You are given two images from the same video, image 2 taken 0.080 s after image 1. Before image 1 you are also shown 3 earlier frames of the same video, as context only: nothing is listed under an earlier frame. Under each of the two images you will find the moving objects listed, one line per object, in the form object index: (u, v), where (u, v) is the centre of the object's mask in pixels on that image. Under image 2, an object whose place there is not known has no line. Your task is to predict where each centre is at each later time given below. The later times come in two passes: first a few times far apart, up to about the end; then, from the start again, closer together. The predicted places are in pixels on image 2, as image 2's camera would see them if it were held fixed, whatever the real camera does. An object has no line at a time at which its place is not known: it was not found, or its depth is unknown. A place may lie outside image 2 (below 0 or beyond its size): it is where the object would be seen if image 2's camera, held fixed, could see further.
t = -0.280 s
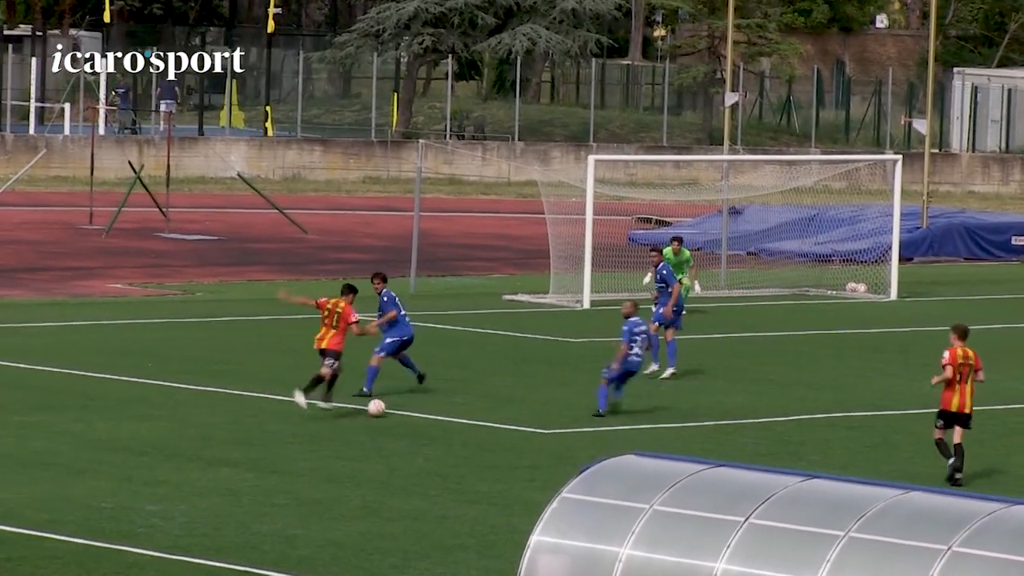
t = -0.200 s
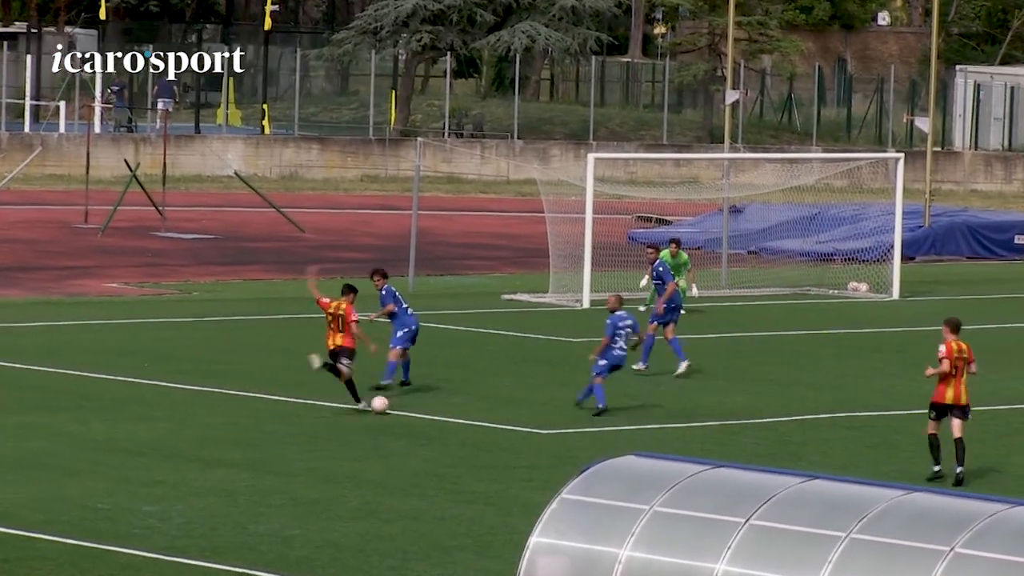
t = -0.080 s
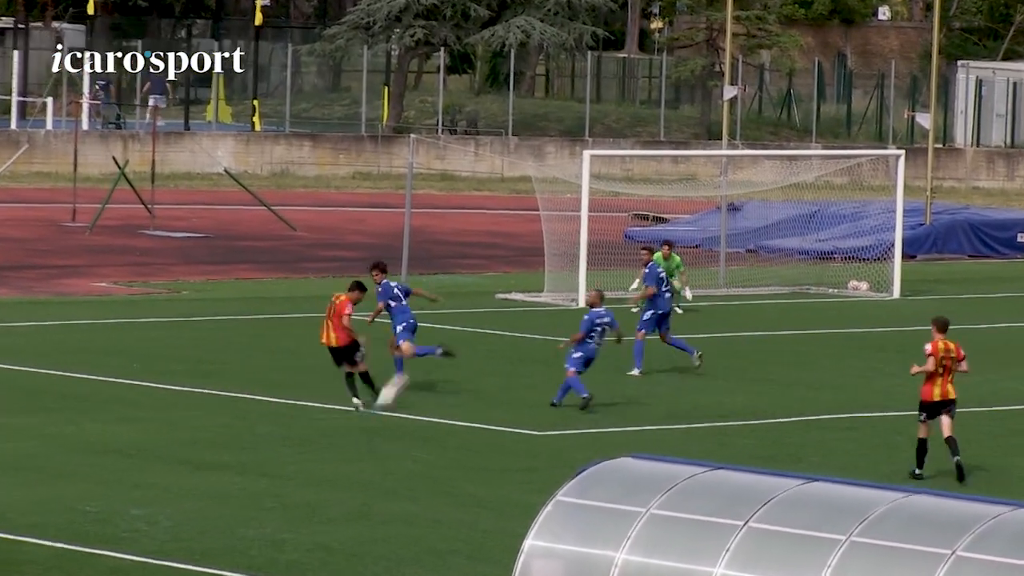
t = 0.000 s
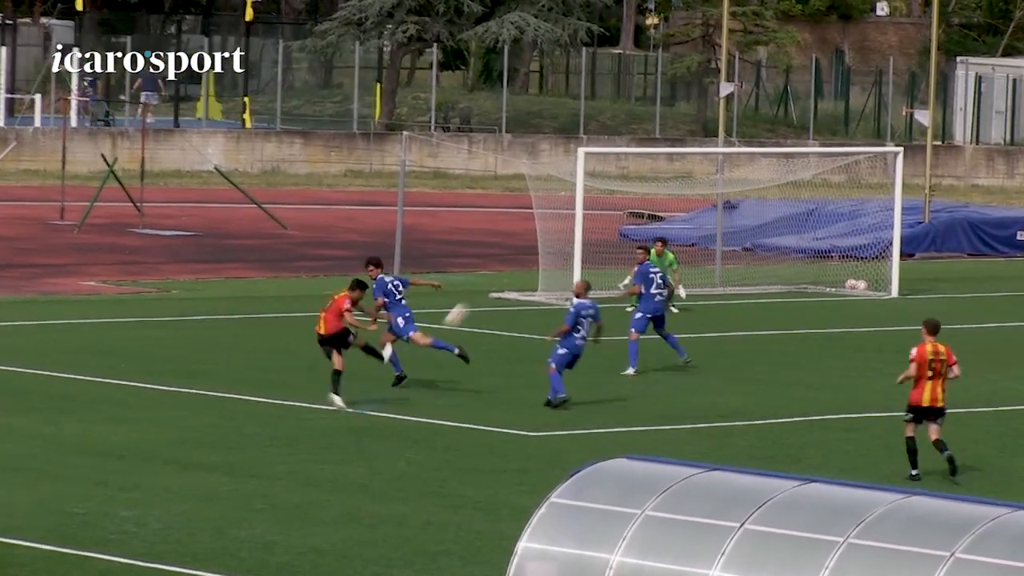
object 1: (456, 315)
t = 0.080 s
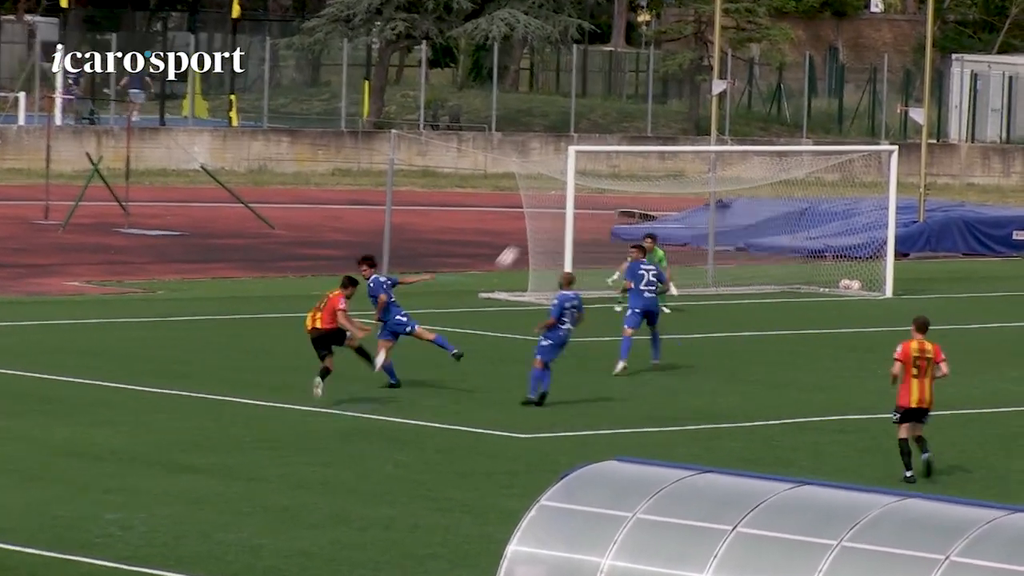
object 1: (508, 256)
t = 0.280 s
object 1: (630, 162)
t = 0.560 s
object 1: (745, 131)
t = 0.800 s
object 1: (811, 163)
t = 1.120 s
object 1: (867, 279)
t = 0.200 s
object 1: (586, 192)
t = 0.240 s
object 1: (609, 175)
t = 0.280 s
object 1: (630, 162)
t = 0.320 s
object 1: (649, 154)
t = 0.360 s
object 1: (668, 143)
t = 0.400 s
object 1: (685, 138)
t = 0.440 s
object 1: (701, 133)
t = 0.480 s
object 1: (716, 129)
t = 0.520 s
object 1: (731, 129)
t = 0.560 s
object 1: (745, 131)
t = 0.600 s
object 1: (759, 132)
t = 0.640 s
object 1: (771, 134)
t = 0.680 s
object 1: (783, 138)
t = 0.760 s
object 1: (802, 155)
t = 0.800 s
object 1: (811, 163)
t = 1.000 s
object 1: (849, 228)
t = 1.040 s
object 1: (856, 243)
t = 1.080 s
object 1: (862, 261)
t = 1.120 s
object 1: (867, 279)
